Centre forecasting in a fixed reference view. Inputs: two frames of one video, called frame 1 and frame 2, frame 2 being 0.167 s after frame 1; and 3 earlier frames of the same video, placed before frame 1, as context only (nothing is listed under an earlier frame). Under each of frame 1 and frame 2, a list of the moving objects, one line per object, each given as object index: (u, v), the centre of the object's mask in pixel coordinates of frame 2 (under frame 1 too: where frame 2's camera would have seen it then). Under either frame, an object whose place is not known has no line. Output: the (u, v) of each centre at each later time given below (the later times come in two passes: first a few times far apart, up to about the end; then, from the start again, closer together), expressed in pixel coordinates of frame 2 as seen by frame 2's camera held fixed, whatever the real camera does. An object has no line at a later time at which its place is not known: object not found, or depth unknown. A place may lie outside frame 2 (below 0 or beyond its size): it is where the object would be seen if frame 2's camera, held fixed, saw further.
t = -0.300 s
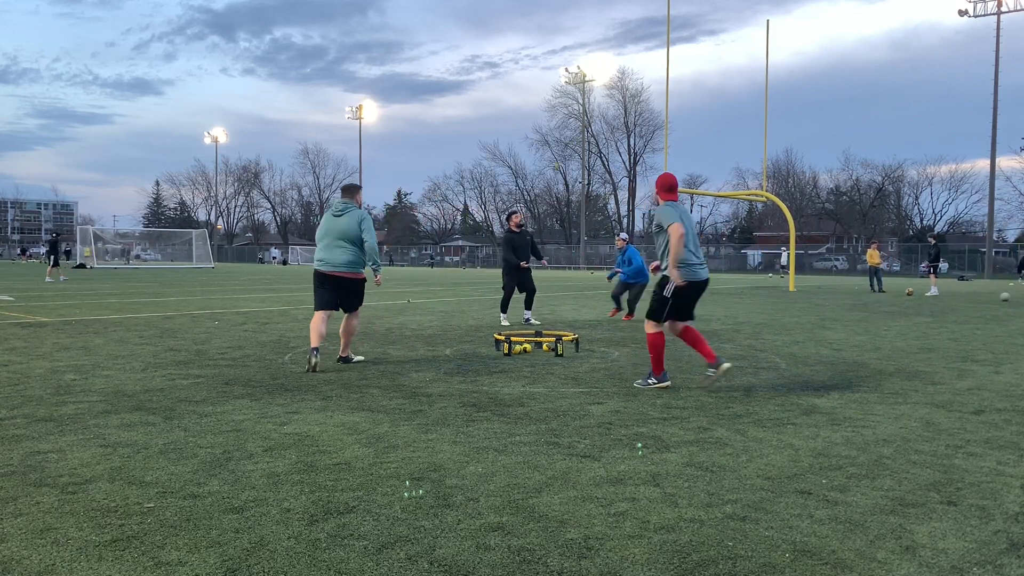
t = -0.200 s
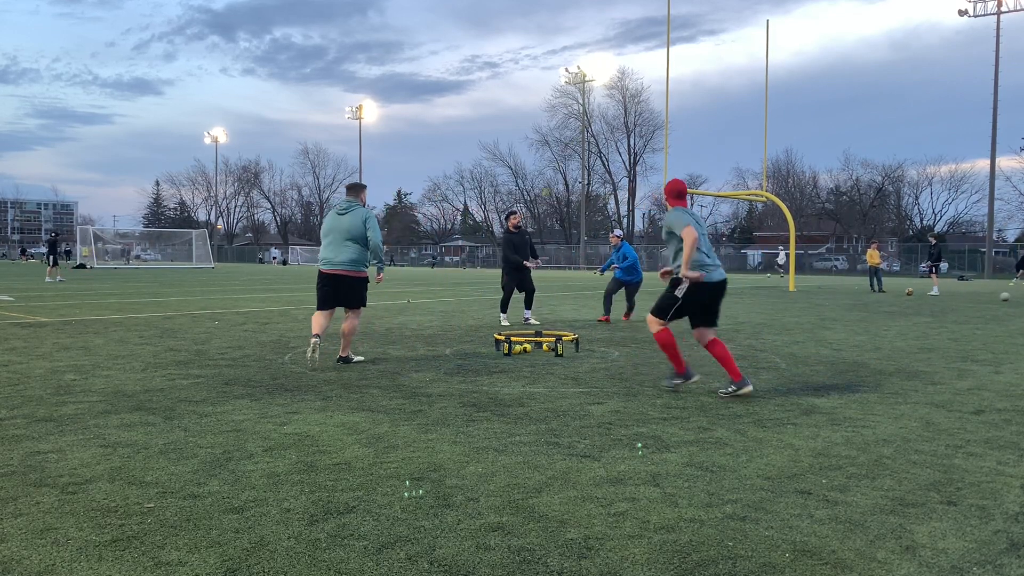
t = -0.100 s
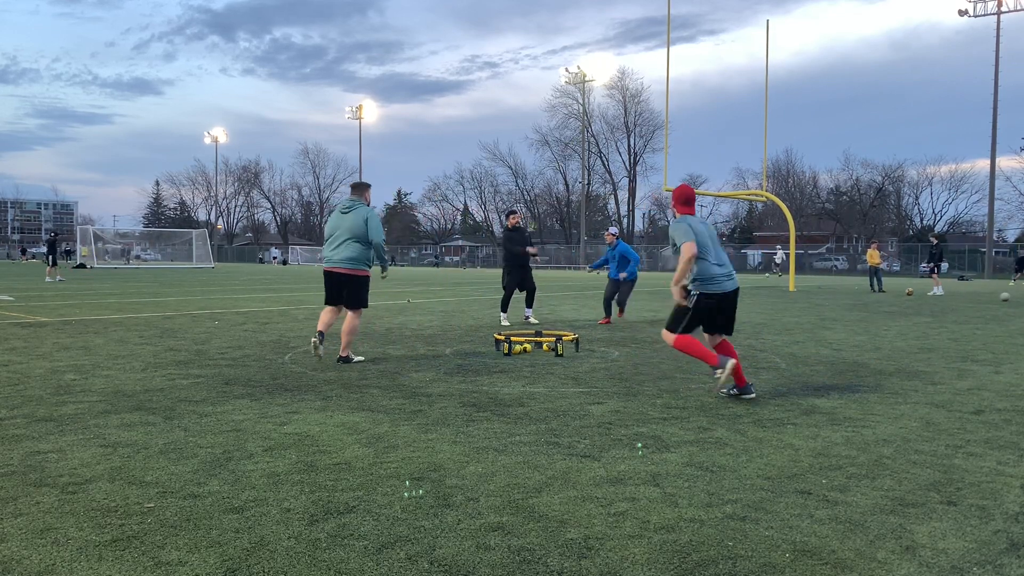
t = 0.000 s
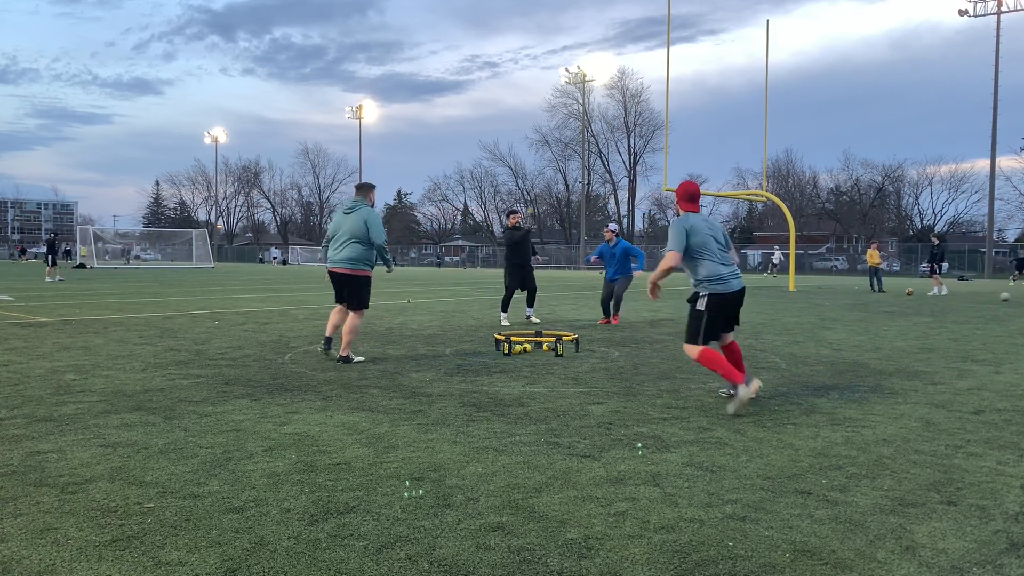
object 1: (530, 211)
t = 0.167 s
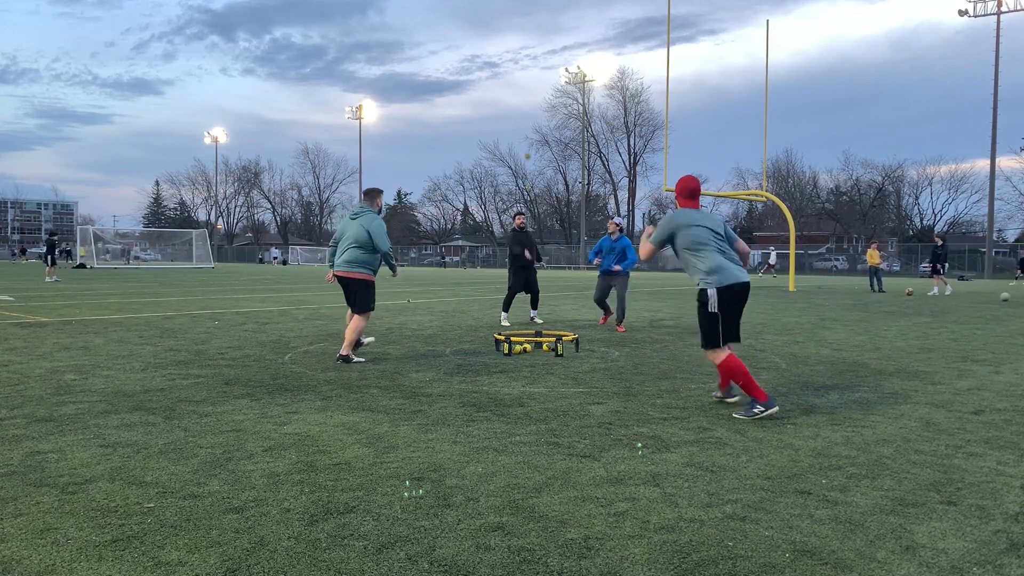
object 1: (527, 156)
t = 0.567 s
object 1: (519, 100)
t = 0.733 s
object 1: (515, 112)
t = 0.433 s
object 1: (522, 105)
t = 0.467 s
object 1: (521, 102)
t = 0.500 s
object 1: (520, 101)
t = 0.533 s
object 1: (519, 100)
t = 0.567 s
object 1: (519, 100)
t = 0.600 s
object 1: (518, 100)
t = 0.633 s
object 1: (517, 102)
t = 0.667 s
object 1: (516, 105)
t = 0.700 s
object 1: (516, 108)
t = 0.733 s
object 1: (515, 112)
